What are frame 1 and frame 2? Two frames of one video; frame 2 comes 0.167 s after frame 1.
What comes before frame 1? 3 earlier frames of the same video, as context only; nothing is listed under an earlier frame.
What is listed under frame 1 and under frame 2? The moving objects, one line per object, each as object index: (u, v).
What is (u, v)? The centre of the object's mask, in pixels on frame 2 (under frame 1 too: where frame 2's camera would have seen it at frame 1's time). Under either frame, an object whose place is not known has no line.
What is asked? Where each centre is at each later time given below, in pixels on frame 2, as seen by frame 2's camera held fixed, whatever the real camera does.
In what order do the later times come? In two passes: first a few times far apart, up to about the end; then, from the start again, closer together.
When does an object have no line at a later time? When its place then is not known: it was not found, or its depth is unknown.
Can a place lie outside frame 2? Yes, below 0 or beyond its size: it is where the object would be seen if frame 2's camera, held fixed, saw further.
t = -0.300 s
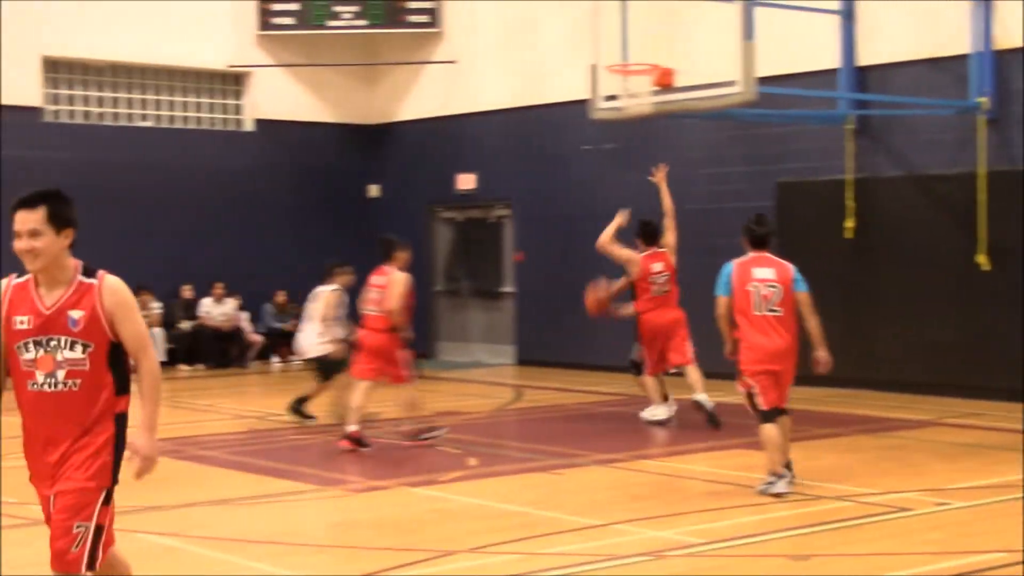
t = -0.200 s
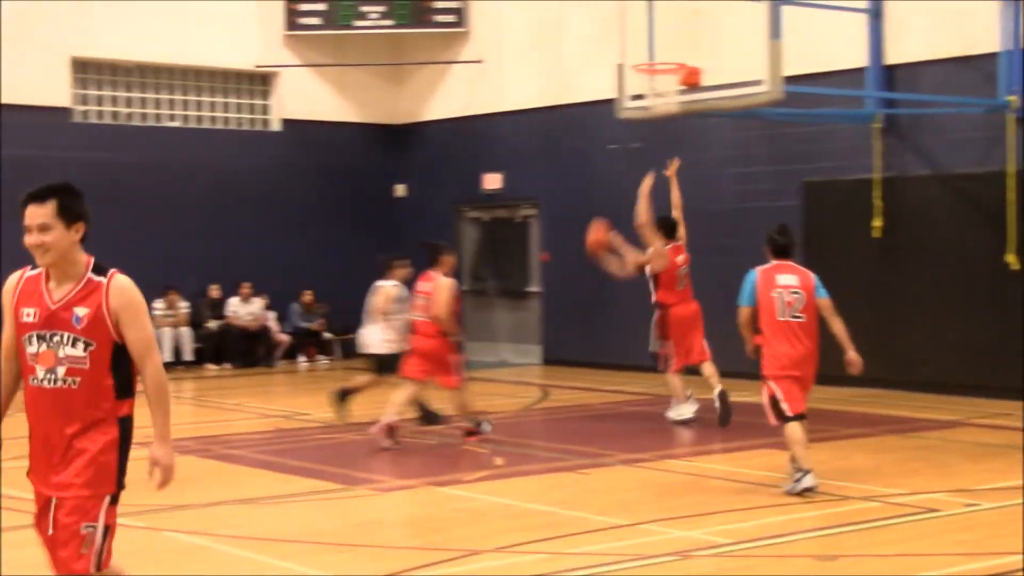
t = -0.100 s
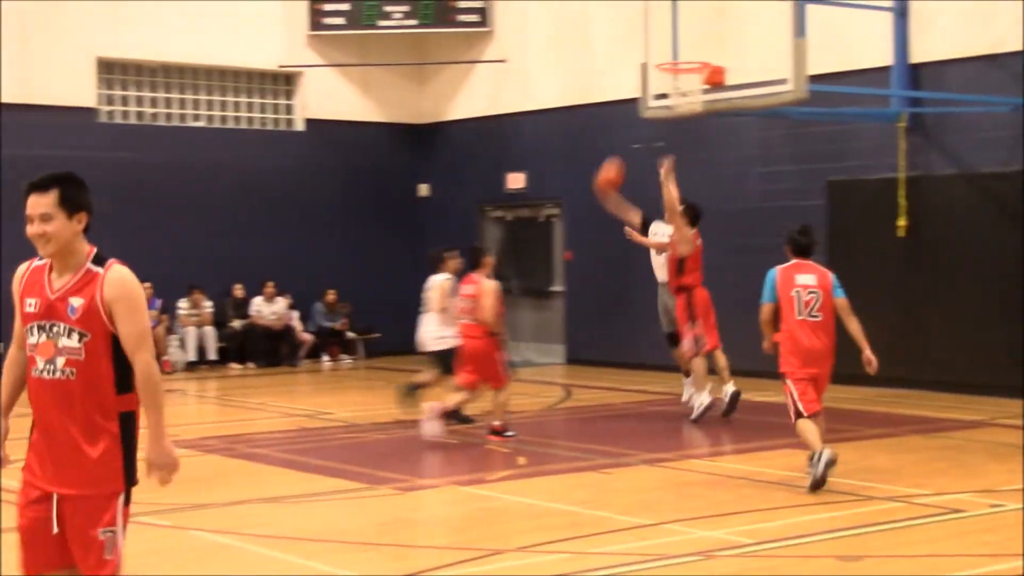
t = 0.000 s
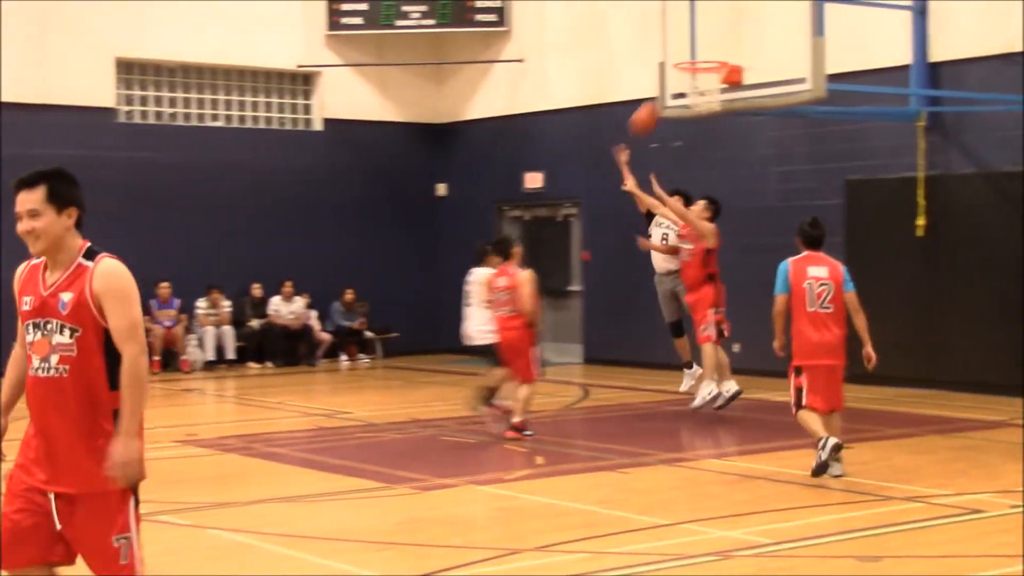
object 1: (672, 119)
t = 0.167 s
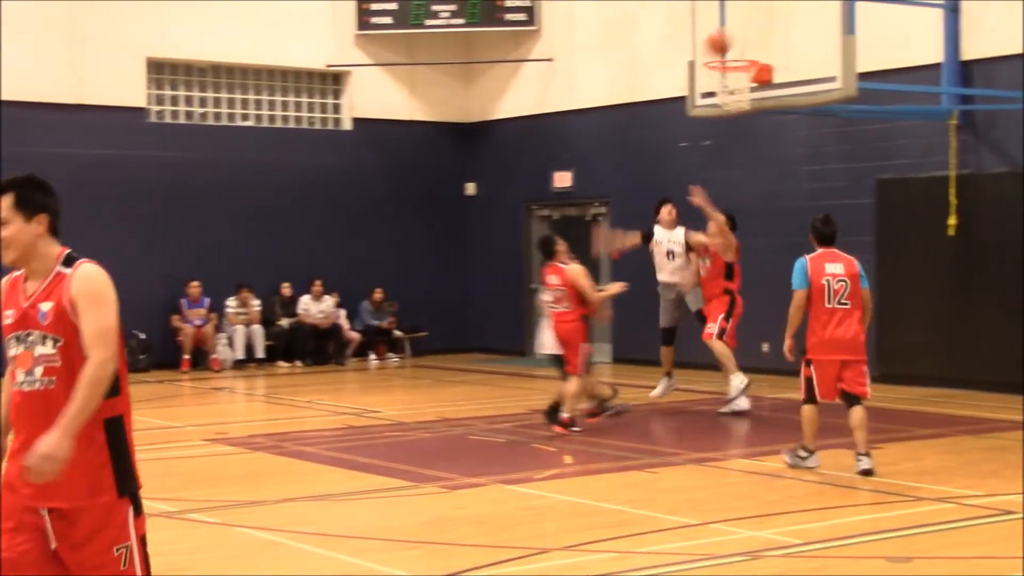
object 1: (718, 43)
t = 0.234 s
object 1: (737, 22)
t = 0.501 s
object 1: (760, 15)
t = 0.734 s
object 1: (779, 79)
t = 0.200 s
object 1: (727, 33)
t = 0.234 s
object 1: (737, 22)
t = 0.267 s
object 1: (744, 14)
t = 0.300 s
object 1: (746, 11)
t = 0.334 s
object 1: (748, 10)
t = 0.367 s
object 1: (750, 10)
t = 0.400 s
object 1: (753, 10)
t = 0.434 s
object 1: (756, 10)
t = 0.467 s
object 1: (758, 12)
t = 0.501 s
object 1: (760, 15)
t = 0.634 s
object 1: (770, 42)
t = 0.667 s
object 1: (773, 53)
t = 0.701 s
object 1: (777, 64)
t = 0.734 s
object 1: (779, 79)
